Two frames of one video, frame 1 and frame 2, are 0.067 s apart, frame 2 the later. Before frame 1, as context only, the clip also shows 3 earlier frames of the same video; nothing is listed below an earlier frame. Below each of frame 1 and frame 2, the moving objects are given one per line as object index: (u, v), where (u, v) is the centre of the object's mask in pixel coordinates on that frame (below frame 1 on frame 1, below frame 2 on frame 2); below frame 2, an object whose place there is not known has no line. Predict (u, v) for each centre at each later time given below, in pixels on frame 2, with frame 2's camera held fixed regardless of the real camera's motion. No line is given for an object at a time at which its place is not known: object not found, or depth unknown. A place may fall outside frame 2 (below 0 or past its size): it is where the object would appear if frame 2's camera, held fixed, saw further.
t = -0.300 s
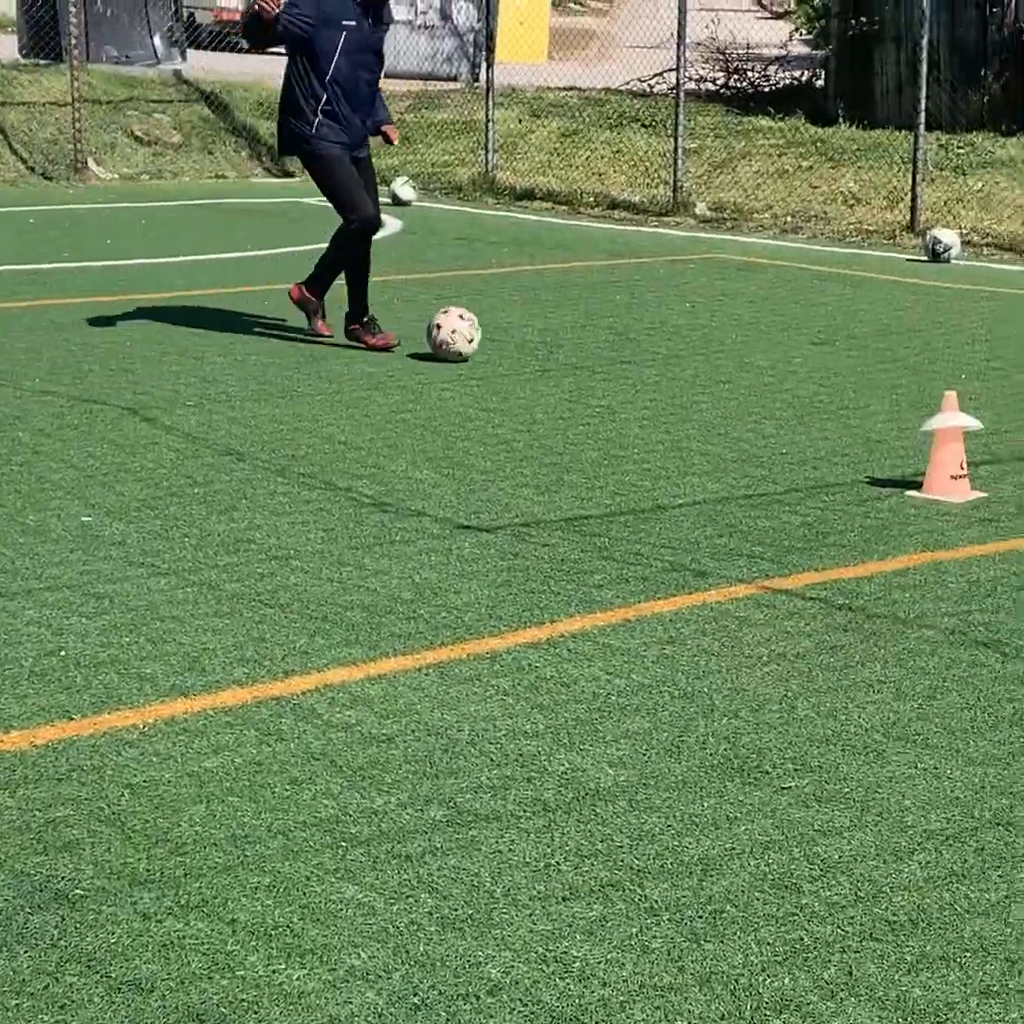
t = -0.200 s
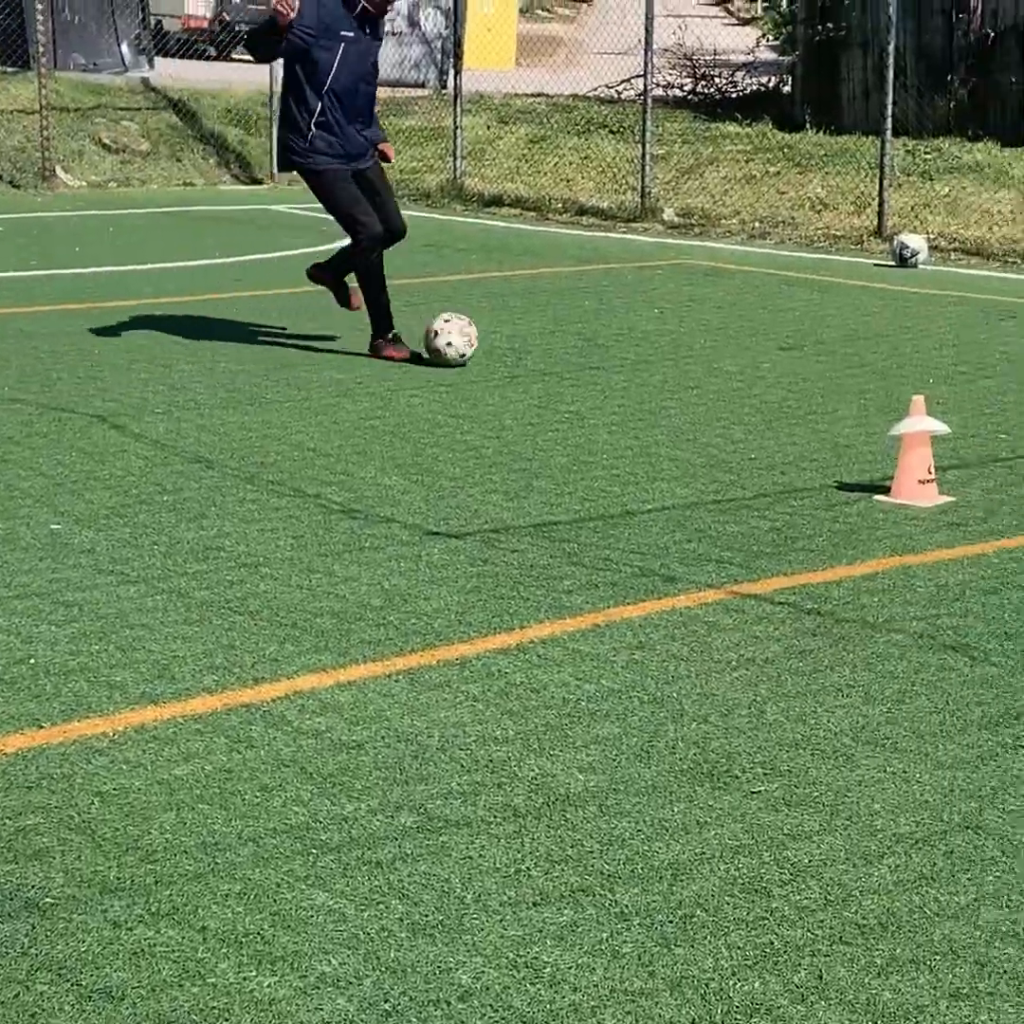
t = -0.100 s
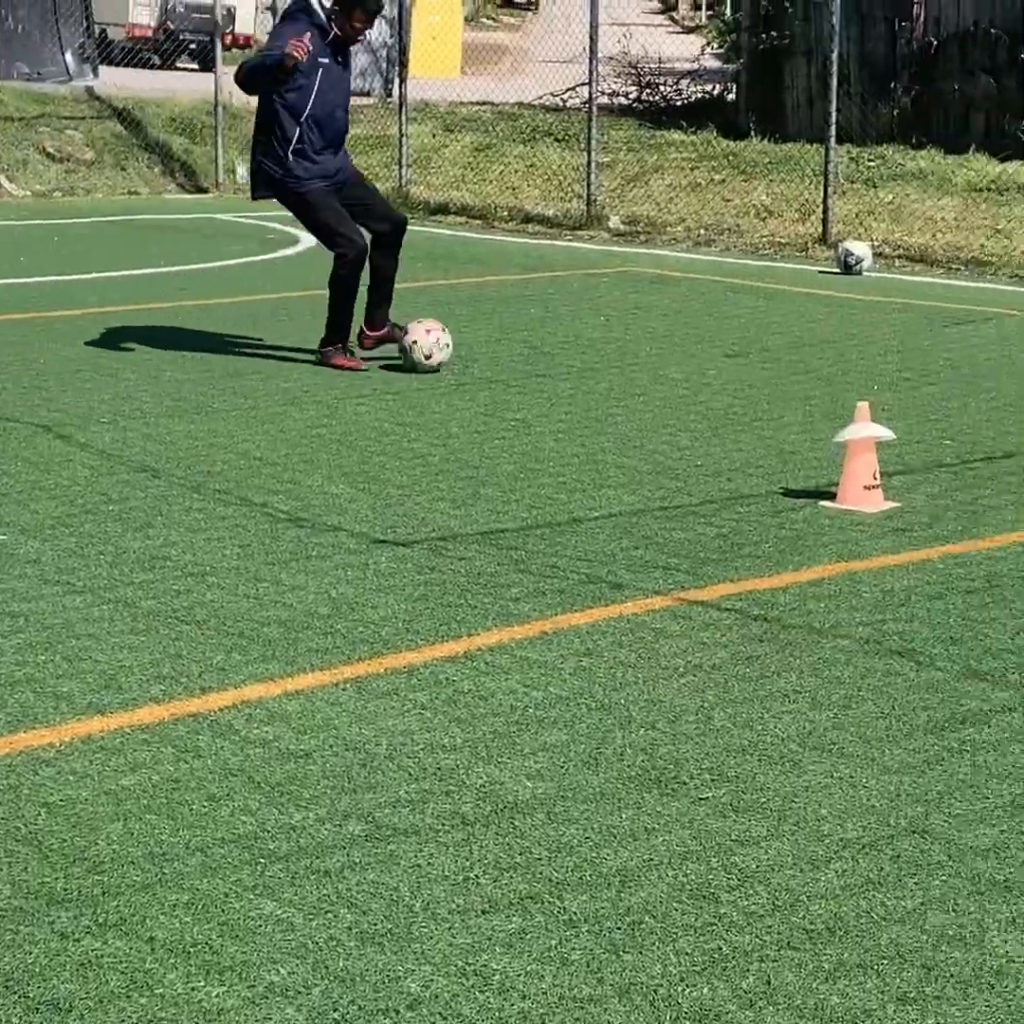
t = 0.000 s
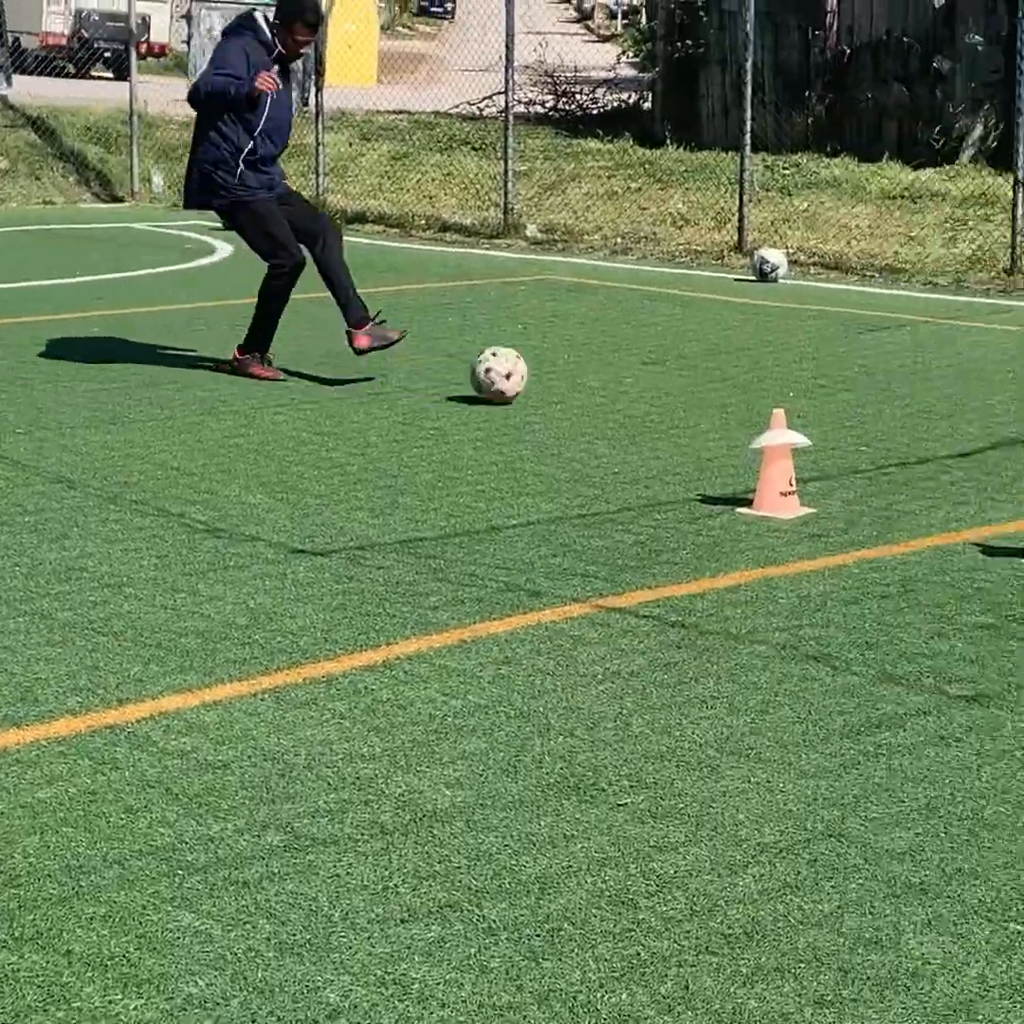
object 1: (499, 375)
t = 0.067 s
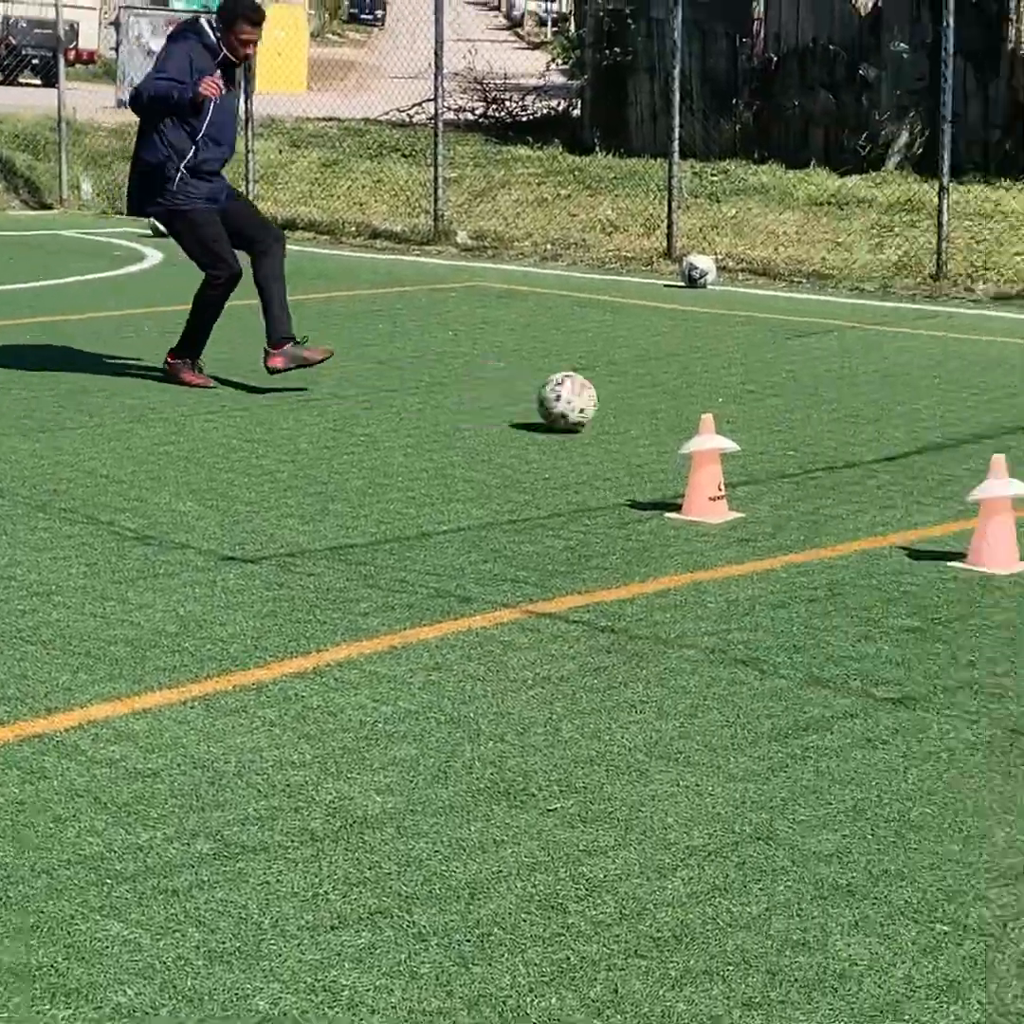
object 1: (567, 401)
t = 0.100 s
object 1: (635, 412)
